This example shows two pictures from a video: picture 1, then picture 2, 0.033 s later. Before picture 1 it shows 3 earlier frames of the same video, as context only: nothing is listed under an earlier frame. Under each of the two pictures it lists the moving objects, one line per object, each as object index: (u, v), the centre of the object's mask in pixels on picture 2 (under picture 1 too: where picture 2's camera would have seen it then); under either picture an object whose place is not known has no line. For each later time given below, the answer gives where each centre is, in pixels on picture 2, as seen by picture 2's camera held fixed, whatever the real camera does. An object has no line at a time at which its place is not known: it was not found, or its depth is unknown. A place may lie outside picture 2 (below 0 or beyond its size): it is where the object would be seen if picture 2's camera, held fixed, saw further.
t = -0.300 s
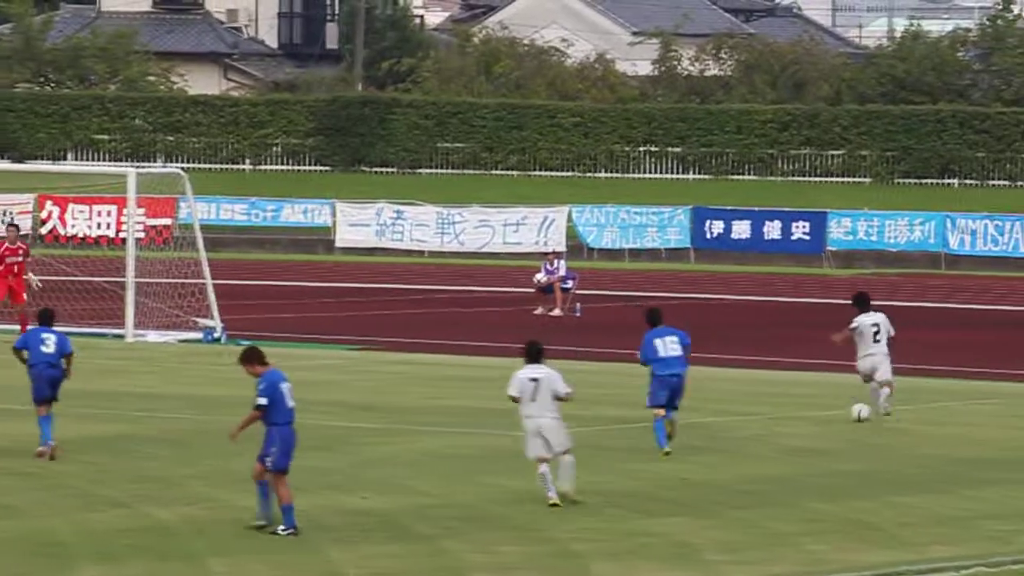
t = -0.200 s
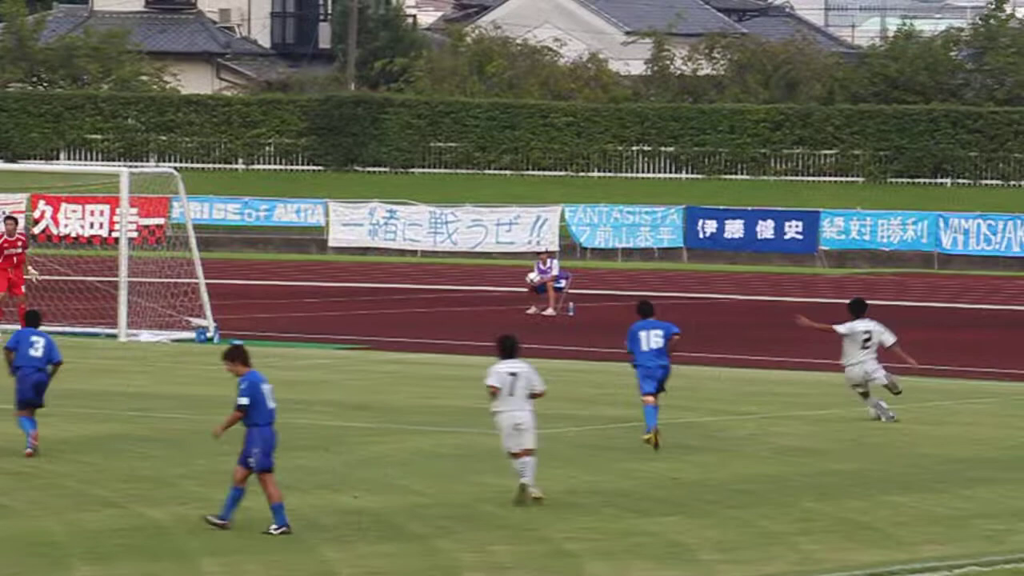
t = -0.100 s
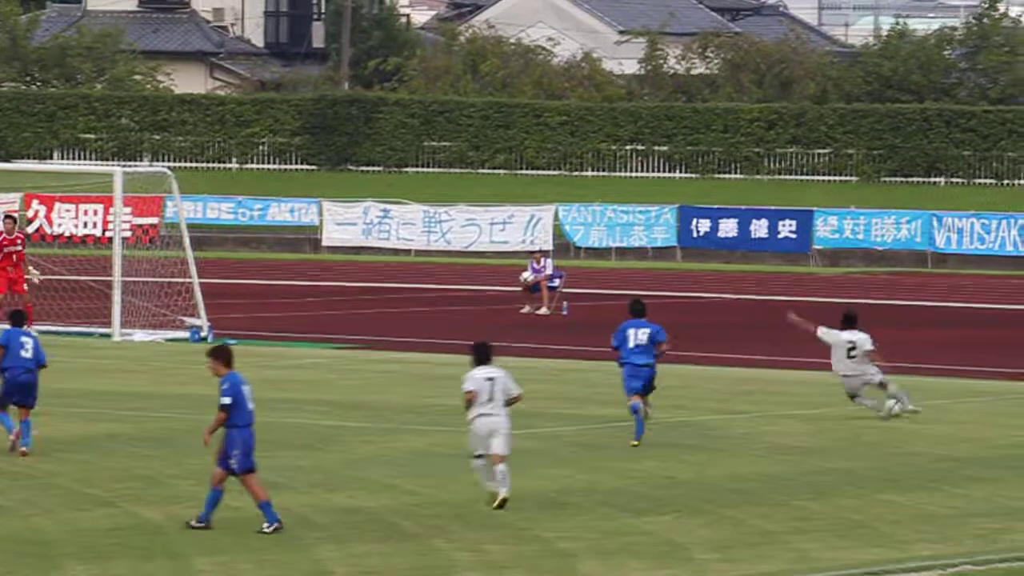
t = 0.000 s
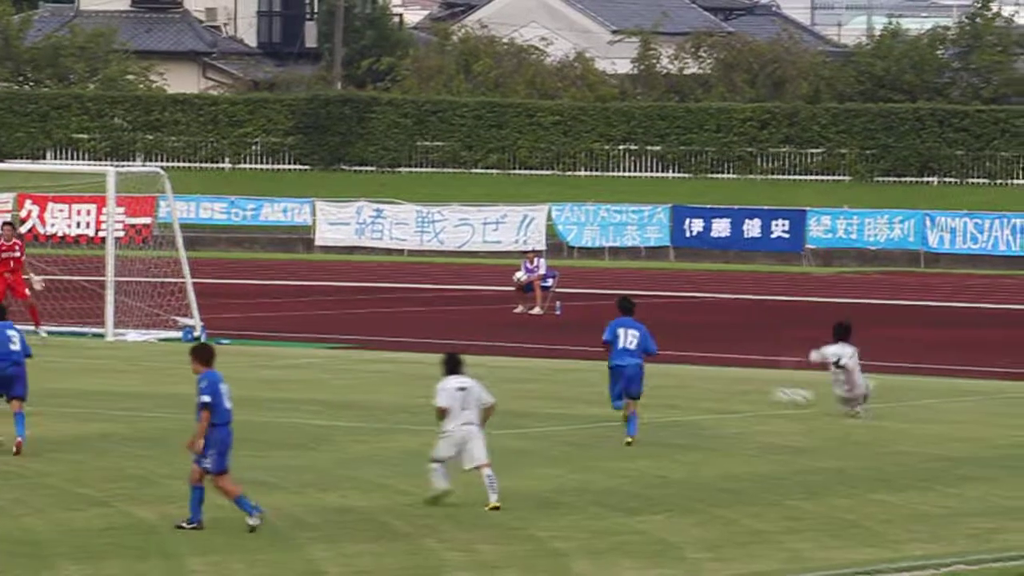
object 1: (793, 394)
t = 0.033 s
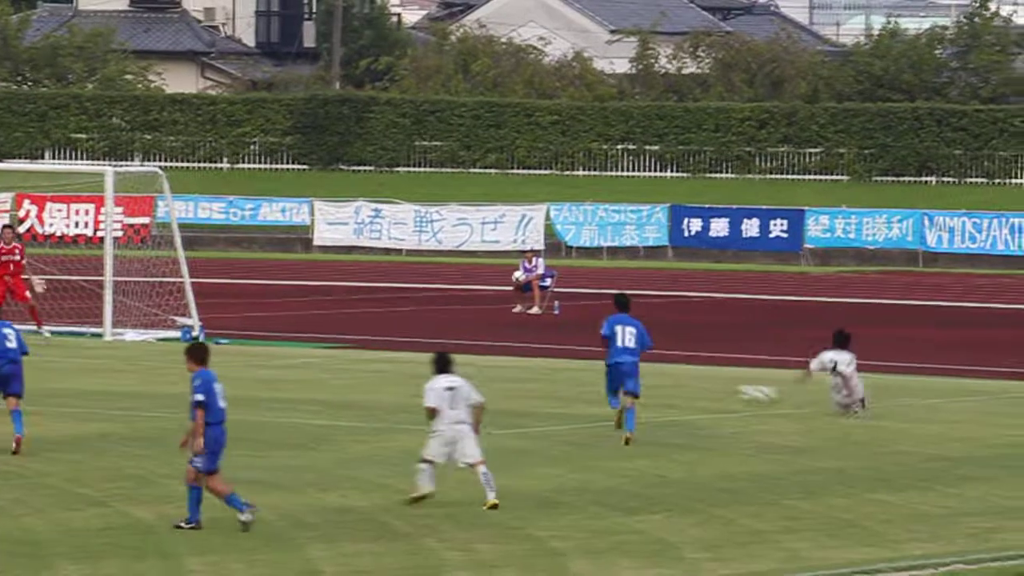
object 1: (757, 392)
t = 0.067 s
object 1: (725, 392)
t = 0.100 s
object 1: (691, 392)
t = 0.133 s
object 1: (662, 389)
